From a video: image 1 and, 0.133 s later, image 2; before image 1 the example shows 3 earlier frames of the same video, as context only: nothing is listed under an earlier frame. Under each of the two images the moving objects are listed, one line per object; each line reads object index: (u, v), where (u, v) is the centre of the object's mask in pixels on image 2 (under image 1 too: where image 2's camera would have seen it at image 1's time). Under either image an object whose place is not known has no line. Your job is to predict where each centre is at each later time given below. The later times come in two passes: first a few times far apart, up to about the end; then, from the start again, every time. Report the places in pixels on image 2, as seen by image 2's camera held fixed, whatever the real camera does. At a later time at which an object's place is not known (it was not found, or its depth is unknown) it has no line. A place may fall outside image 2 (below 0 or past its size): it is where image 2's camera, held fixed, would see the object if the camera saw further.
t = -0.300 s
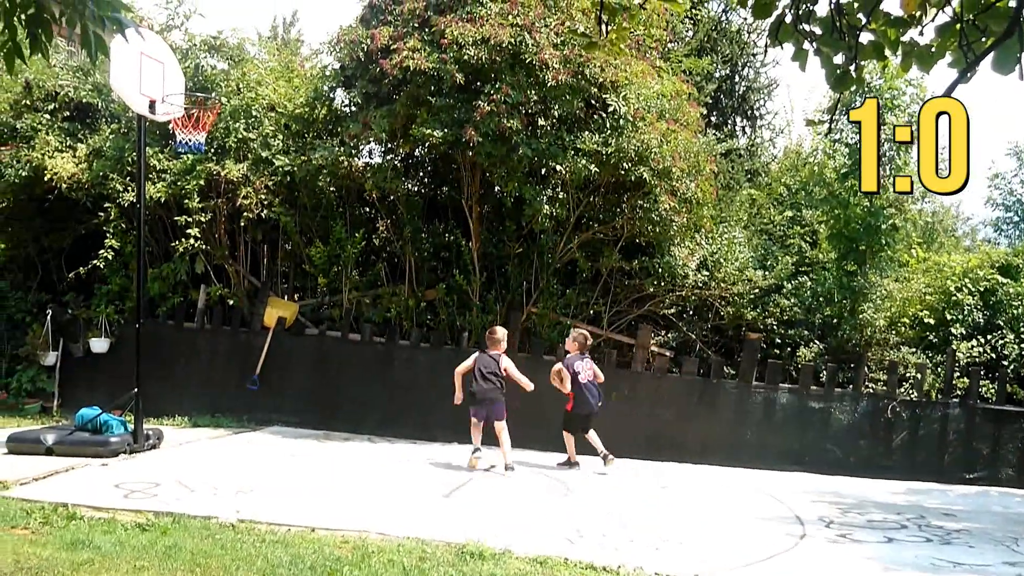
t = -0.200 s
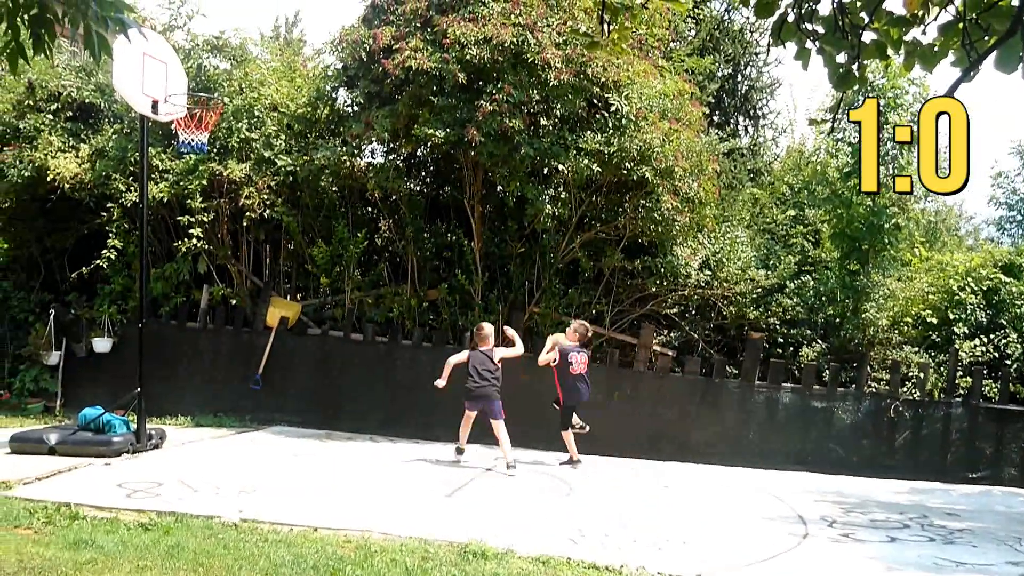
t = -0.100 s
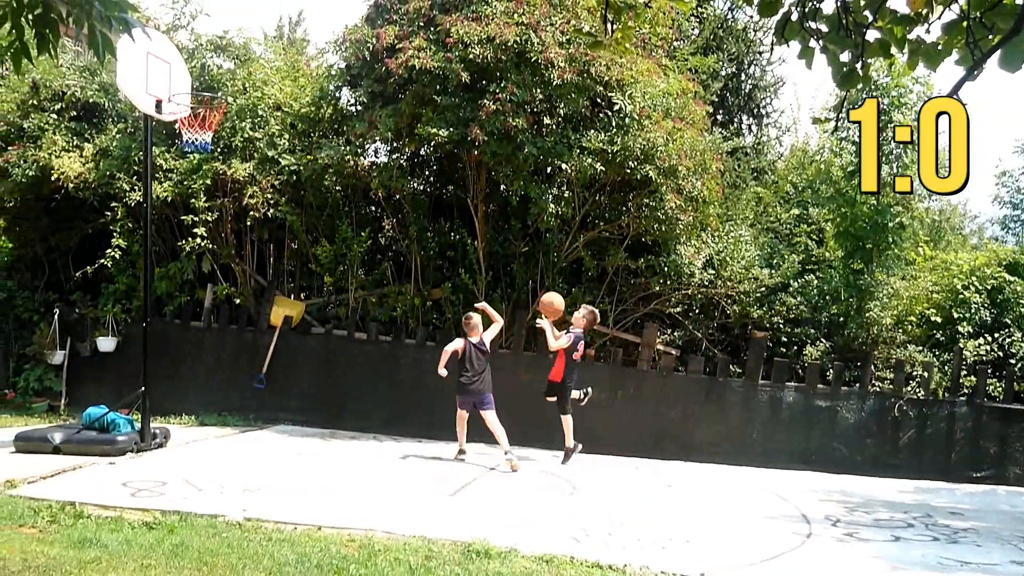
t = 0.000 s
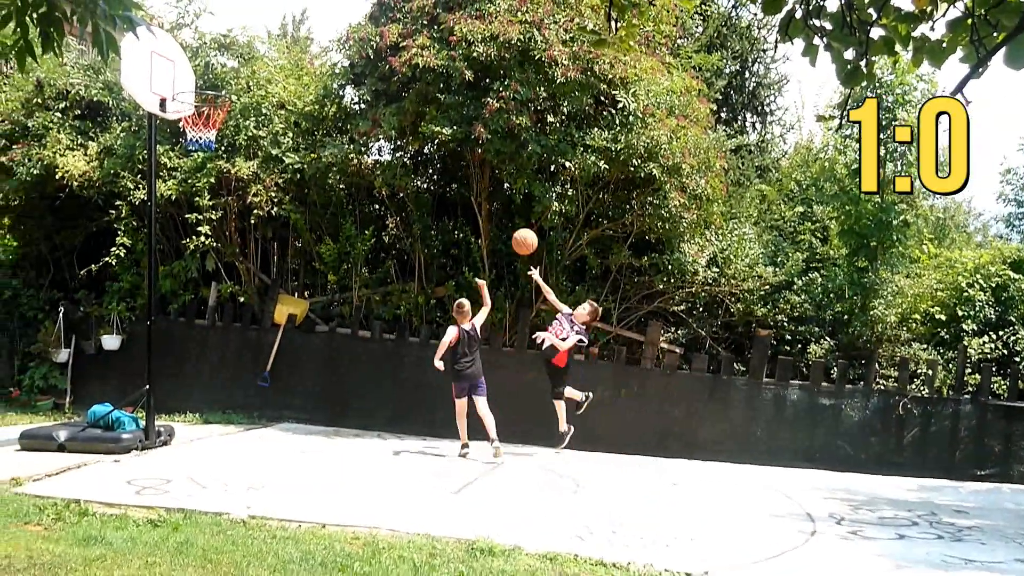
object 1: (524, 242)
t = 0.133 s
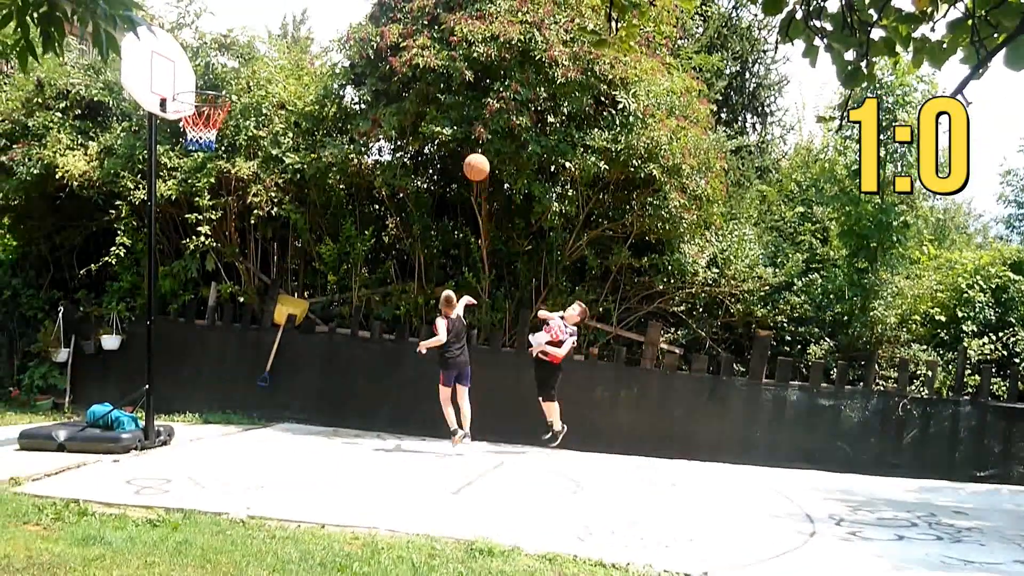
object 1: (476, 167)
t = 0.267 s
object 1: (426, 109)
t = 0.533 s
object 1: (319, 45)
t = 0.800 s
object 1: (209, 56)
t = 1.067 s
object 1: (155, 80)
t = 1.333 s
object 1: (139, 137)
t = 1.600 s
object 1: (120, 294)
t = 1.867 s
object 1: (112, 394)
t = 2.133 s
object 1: (130, 257)
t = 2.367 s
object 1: (145, 214)
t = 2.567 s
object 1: (158, 241)
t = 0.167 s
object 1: (464, 151)
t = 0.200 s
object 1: (451, 136)
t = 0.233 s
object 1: (439, 121)
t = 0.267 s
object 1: (426, 109)
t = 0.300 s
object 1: (413, 96)
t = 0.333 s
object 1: (400, 85)
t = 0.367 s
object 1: (387, 75)
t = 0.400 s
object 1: (374, 66)
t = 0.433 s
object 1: (361, 59)
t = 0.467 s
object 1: (348, 52)
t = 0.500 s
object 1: (335, 48)
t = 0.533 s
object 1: (319, 45)
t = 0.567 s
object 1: (305, 42)
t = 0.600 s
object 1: (294, 39)
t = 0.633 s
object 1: (280, 39)
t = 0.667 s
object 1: (266, 41)
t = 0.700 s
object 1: (252, 42)
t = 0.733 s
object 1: (237, 45)
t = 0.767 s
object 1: (223, 50)
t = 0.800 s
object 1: (209, 56)
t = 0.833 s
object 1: (194, 63)
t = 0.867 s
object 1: (180, 72)
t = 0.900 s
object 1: (164, 83)
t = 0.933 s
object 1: (162, 84)
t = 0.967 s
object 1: (160, 82)
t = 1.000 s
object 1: (159, 79)
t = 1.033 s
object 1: (157, 79)
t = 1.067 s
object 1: (155, 80)
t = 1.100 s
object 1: (154, 82)
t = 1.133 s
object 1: (151, 86)
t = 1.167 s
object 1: (149, 91)
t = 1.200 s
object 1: (147, 98)
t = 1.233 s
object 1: (145, 106)
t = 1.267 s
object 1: (145, 113)
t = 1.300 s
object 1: (142, 124)
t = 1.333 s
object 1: (139, 137)
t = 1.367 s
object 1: (137, 151)
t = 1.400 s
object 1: (135, 166)
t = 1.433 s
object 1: (133, 183)
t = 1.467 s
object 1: (130, 202)
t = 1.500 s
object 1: (128, 222)
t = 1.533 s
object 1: (126, 244)
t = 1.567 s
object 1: (123, 268)
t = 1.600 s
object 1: (120, 294)
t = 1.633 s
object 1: (118, 321)
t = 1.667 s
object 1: (115, 351)
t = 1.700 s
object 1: (112, 383)
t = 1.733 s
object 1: (109, 415)
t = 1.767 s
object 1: (106, 450)
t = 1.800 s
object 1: (107, 441)
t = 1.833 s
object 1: (109, 417)
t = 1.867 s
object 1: (112, 394)
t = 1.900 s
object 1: (114, 372)
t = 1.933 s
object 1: (116, 351)
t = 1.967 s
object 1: (118, 333)
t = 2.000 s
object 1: (121, 314)
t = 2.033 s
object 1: (123, 298)
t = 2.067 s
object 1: (125, 283)
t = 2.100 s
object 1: (128, 269)
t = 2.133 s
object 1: (130, 257)
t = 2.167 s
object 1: (132, 246)
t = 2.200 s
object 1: (134, 236)
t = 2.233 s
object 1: (136, 229)
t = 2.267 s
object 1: (138, 223)
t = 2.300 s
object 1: (141, 218)
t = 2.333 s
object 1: (143, 215)
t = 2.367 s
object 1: (145, 214)
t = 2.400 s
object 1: (147, 214)
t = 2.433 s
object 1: (150, 216)
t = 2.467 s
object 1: (151, 219)
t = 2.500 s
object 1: (154, 225)
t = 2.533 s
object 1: (156, 232)
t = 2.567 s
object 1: (158, 241)
